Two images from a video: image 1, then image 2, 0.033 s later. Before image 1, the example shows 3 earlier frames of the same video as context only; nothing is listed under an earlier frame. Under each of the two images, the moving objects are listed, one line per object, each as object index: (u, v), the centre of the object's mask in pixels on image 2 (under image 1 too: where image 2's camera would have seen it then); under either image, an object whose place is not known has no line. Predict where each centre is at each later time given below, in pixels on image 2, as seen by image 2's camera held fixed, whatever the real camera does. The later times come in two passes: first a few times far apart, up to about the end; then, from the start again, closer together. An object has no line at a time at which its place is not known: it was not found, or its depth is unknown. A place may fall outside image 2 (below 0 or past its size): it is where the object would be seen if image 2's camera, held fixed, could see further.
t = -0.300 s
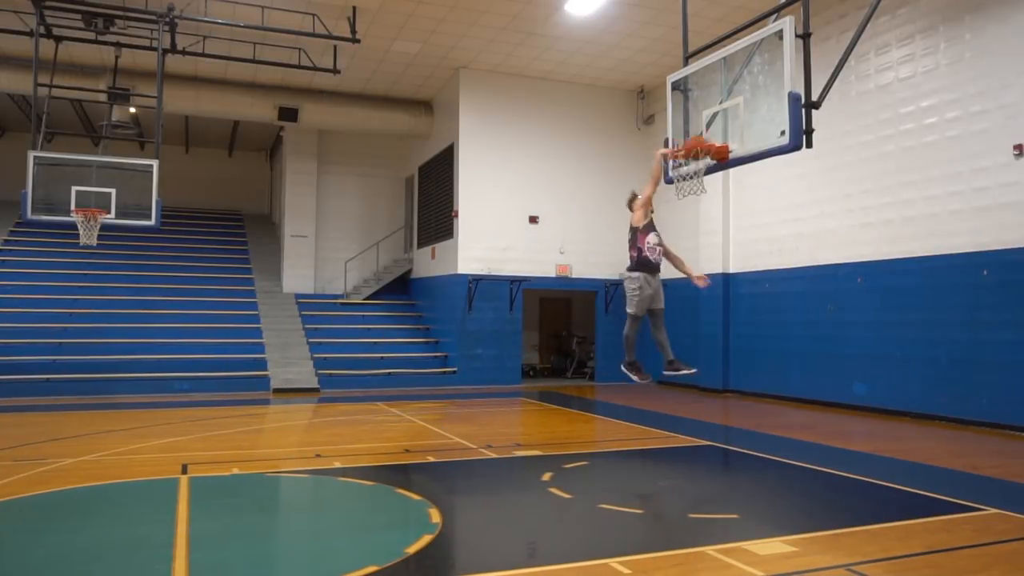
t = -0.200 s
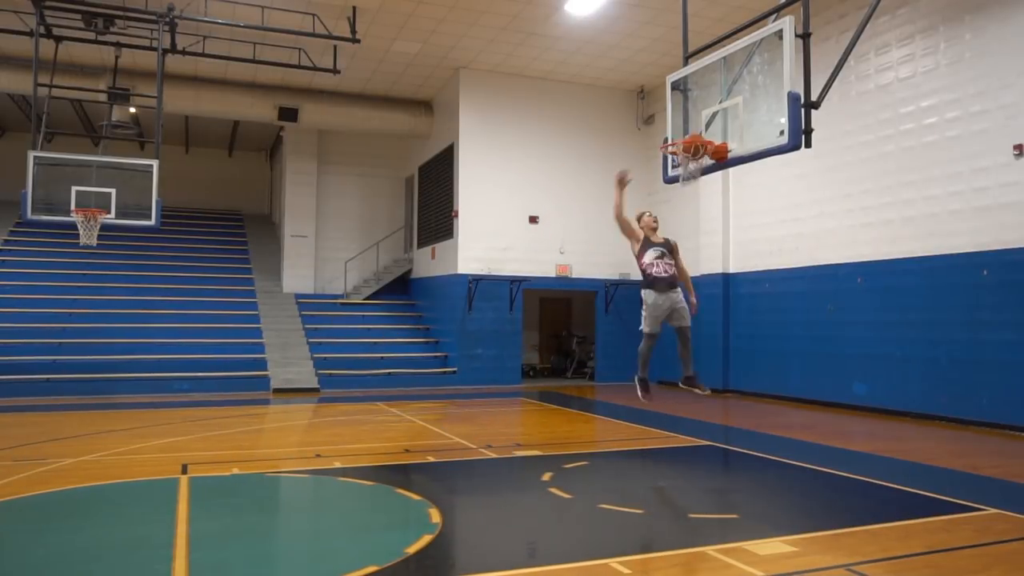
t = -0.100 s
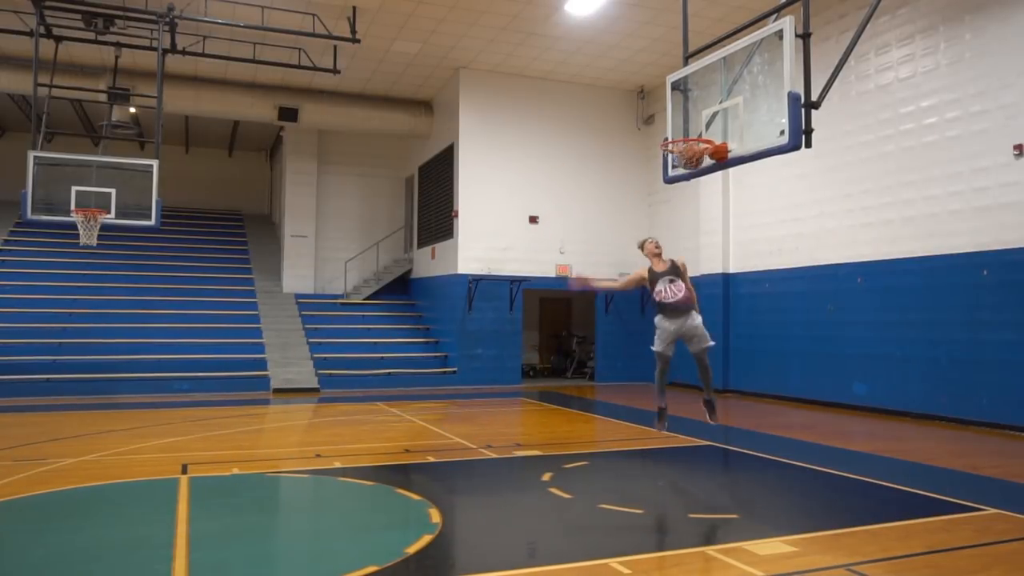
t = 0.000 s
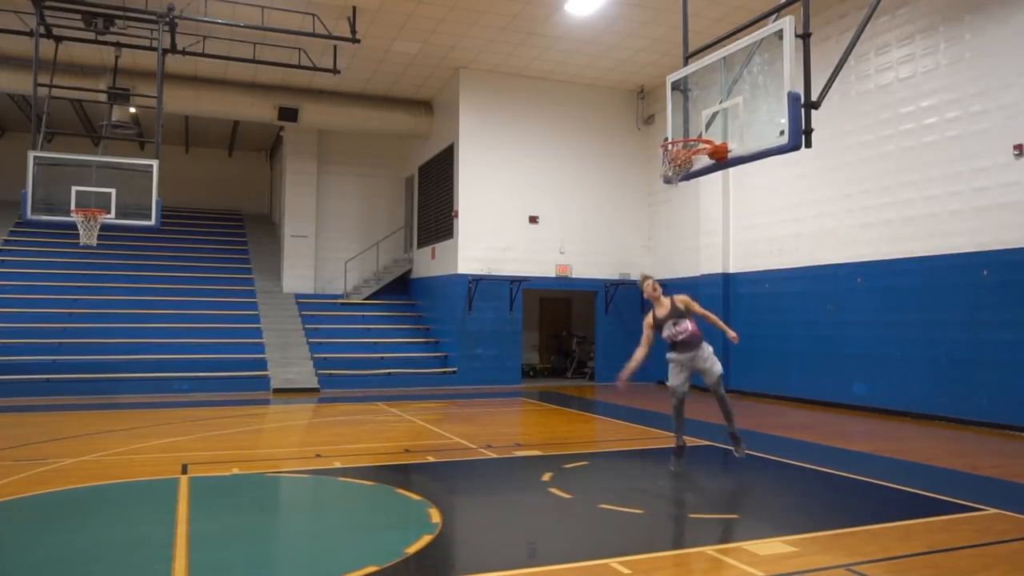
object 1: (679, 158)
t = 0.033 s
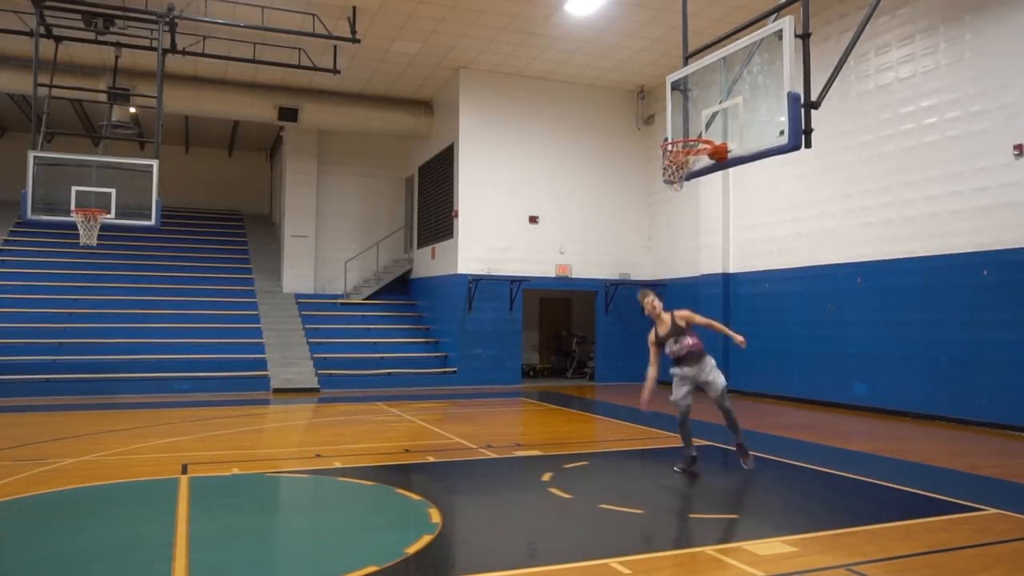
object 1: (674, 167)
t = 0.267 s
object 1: (679, 170)
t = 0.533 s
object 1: (699, 189)
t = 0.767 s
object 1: (701, 243)
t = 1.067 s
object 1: (705, 398)
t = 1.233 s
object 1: (705, 426)
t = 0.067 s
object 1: (672, 169)
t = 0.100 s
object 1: (672, 169)
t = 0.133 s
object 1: (672, 169)
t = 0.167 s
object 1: (673, 169)
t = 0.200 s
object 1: (675, 169)
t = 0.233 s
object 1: (677, 170)
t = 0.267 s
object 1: (679, 170)
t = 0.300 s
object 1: (681, 171)
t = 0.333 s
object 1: (684, 173)
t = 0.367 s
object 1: (686, 181)
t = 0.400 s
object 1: (690, 184)
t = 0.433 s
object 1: (693, 184)
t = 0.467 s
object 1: (696, 185)
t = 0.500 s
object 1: (698, 187)
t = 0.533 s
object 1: (699, 189)
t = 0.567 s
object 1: (698, 192)
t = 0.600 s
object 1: (699, 197)
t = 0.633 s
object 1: (699, 204)
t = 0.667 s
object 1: (699, 212)
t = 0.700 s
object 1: (700, 221)
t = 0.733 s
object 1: (700, 231)
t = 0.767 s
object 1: (701, 243)
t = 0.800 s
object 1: (701, 256)
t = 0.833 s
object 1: (702, 270)
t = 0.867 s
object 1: (703, 285)
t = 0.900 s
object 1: (703, 300)
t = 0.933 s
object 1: (703, 317)
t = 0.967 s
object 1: (704, 336)
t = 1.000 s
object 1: (705, 355)
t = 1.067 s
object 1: (705, 398)
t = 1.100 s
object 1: (706, 420)
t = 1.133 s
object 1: (706, 445)
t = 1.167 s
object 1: (707, 465)
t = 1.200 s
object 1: (706, 445)
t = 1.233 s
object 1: (705, 426)
